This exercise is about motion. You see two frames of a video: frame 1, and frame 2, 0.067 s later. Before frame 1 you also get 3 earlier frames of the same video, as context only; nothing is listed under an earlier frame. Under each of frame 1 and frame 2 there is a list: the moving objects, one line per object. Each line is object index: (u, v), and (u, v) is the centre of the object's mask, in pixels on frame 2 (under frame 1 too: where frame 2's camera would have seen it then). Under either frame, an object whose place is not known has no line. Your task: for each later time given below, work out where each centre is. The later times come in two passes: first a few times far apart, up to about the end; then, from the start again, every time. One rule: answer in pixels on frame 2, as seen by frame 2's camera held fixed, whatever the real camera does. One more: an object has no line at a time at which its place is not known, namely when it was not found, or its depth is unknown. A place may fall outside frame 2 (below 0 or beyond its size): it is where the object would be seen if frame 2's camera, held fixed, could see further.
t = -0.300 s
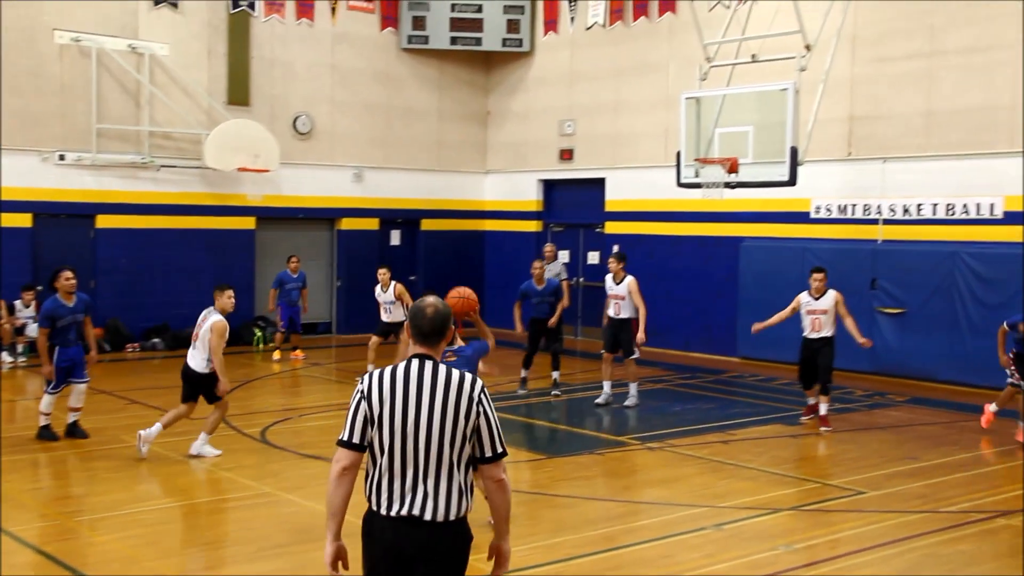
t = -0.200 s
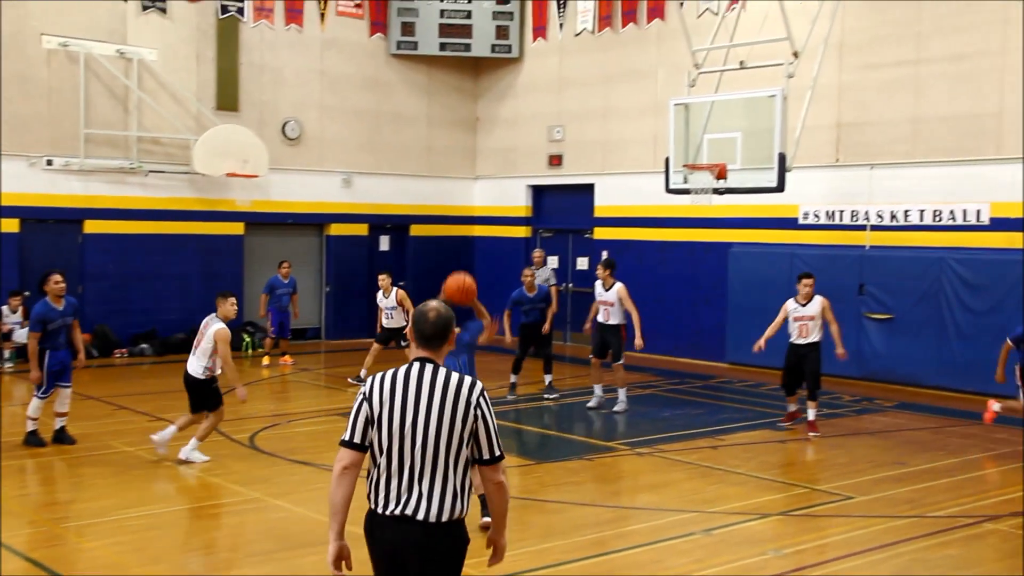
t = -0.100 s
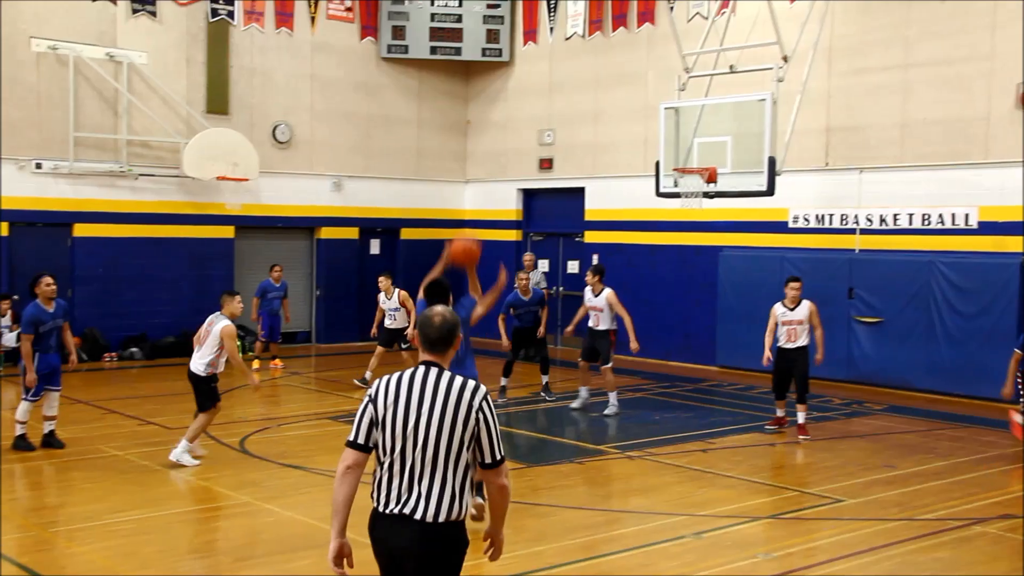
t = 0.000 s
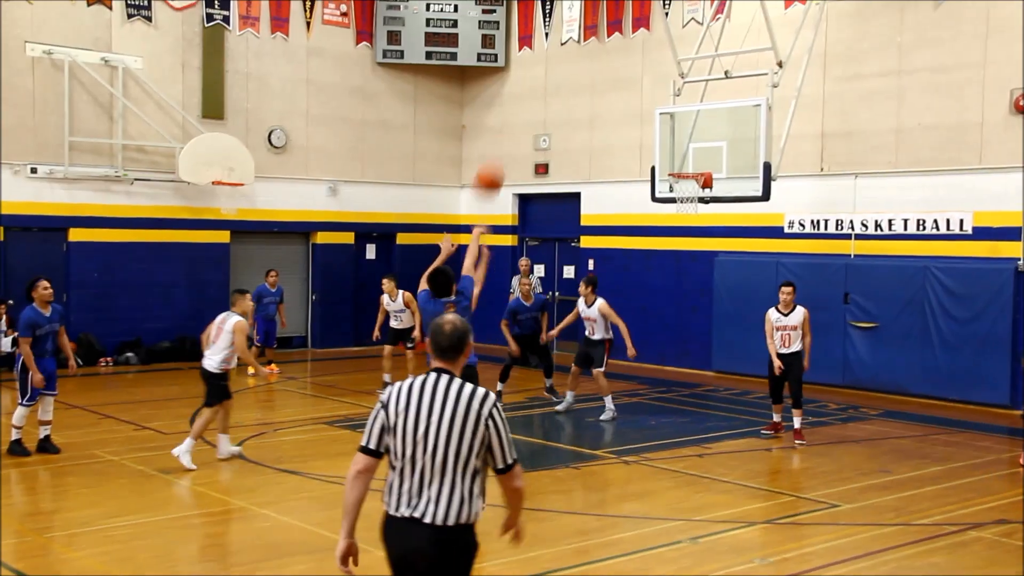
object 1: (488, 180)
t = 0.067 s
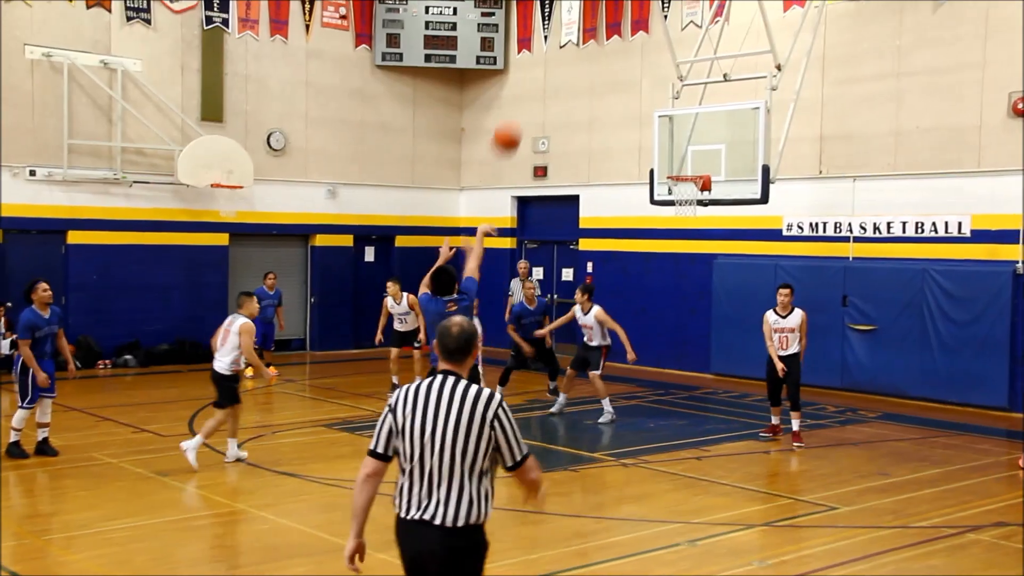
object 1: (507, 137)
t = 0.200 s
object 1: (540, 74)
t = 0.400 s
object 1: (583, 29)
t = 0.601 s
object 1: (614, 27)
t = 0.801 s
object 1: (641, 61)
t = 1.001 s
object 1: (663, 122)
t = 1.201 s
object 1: (693, 171)
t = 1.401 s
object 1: (668, 155)
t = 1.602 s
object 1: (636, 165)
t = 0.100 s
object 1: (516, 119)
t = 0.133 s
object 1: (524, 102)
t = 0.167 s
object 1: (532, 88)
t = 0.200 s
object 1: (540, 74)
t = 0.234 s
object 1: (548, 64)
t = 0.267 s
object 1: (555, 54)
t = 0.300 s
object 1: (562, 46)
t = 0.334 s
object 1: (568, 39)
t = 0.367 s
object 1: (576, 33)
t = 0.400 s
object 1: (583, 29)
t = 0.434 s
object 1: (588, 26)
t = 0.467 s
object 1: (593, 24)
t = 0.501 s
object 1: (599, 23)
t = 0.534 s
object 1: (604, 24)
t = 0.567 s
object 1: (609, 25)
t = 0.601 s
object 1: (614, 27)
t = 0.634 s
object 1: (619, 30)
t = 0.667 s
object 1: (623, 35)
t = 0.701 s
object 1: (628, 40)
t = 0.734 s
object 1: (633, 47)
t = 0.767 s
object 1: (637, 53)
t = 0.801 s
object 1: (641, 61)
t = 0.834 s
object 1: (645, 69)
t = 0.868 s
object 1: (648, 78)
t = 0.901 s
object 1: (652, 88)
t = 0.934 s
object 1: (656, 98)
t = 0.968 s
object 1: (659, 109)
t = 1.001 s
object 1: (663, 122)
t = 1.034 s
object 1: (666, 132)
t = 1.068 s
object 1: (669, 146)
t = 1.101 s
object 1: (672, 158)
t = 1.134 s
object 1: (675, 170)
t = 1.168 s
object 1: (686, 172)
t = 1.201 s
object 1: (693, 171)
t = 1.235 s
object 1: (693, 169)
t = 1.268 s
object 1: (688, 166)
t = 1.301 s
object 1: (683, 162)
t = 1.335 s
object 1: (678, 159)
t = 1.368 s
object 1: (673, 157)
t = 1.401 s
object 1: (668, 155)
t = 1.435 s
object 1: (663, 155)
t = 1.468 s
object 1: (658, 155)
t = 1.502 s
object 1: (652, 156)
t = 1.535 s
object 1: (647, 158)
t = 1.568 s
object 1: (641, 161)
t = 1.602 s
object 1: (636, 165)
